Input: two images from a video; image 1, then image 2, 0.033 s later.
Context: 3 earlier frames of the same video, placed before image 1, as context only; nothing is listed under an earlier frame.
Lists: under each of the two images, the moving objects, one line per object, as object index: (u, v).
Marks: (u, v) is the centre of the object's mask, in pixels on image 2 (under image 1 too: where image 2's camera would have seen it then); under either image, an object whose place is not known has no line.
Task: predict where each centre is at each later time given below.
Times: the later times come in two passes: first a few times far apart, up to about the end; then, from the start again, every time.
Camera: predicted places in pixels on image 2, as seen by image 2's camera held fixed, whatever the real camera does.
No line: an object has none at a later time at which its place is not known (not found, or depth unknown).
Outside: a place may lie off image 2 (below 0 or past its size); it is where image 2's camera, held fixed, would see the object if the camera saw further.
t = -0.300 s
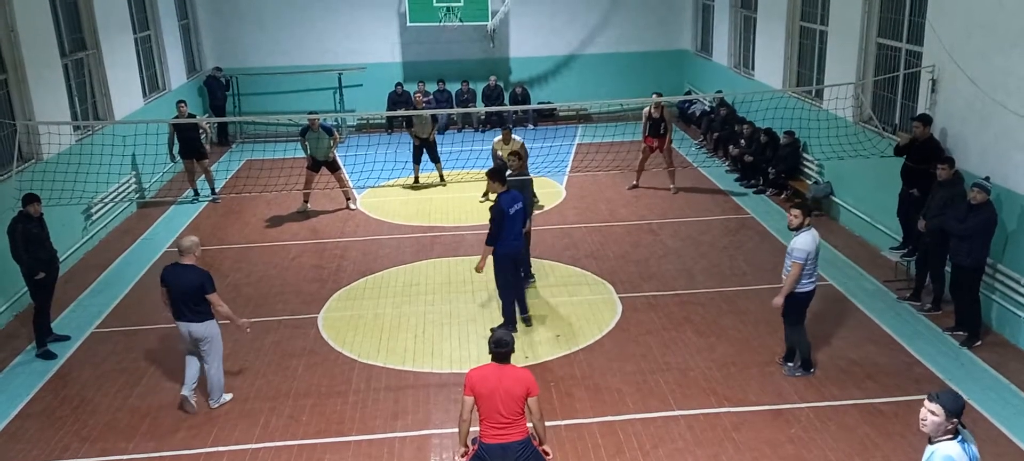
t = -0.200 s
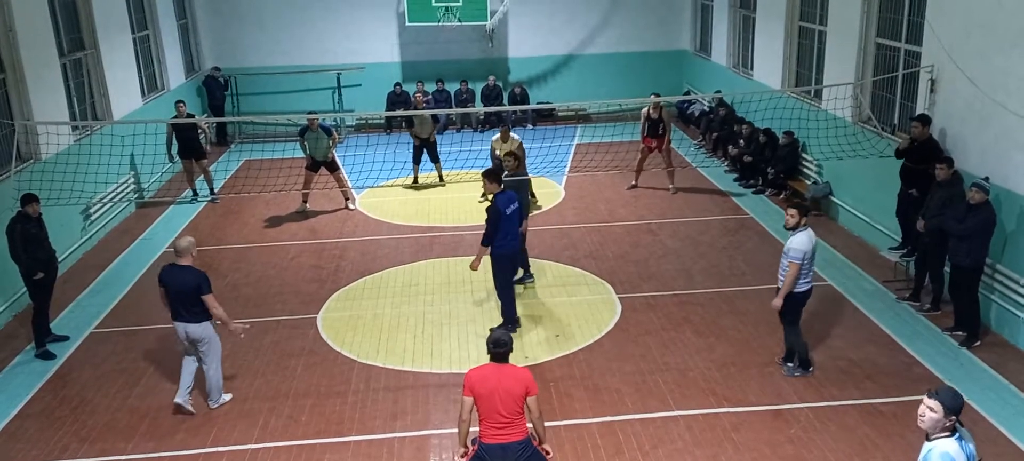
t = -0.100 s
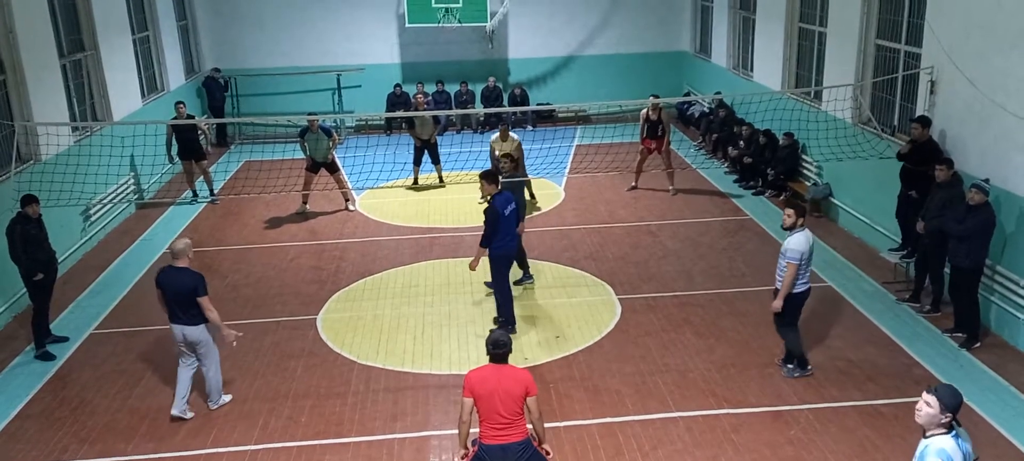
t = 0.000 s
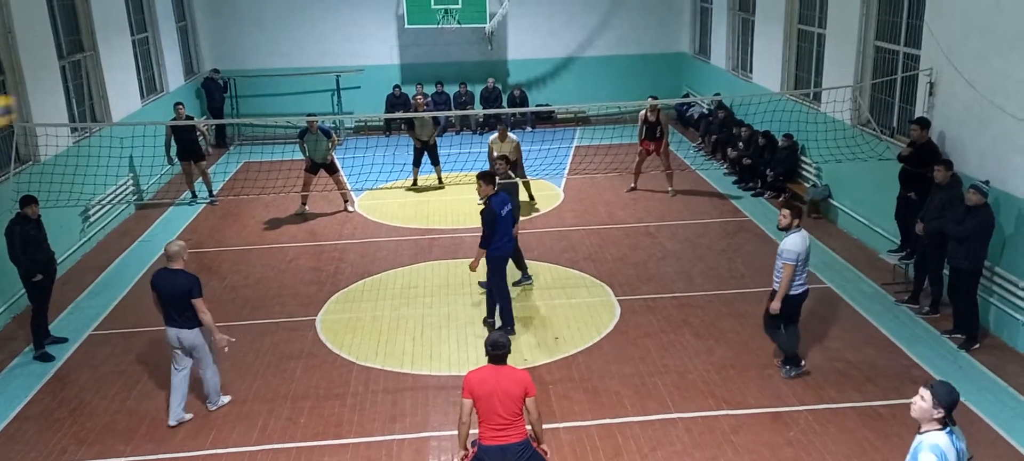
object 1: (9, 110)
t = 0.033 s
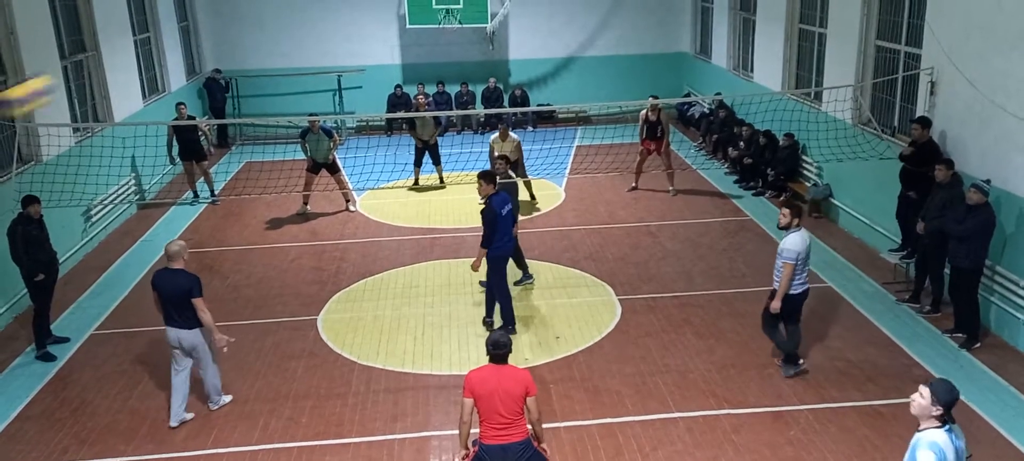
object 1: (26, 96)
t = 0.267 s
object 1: (220, 27)
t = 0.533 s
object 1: (321, 41)
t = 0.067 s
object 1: (67, 74)
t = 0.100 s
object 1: (98, 62)
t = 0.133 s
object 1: (129, 49)
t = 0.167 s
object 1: (154, 41)
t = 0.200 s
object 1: (180, 34)
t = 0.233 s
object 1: (203, 30)
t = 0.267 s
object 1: (220, 27)
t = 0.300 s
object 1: (236, 25)
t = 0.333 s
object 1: (253, 25)
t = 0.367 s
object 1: (266, 25)
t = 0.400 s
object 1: (279, 25)
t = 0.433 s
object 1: (292, 28)
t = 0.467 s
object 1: (302, 32)
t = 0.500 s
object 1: (312, 36)
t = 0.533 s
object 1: (321, 41)
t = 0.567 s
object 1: (330, 46)
